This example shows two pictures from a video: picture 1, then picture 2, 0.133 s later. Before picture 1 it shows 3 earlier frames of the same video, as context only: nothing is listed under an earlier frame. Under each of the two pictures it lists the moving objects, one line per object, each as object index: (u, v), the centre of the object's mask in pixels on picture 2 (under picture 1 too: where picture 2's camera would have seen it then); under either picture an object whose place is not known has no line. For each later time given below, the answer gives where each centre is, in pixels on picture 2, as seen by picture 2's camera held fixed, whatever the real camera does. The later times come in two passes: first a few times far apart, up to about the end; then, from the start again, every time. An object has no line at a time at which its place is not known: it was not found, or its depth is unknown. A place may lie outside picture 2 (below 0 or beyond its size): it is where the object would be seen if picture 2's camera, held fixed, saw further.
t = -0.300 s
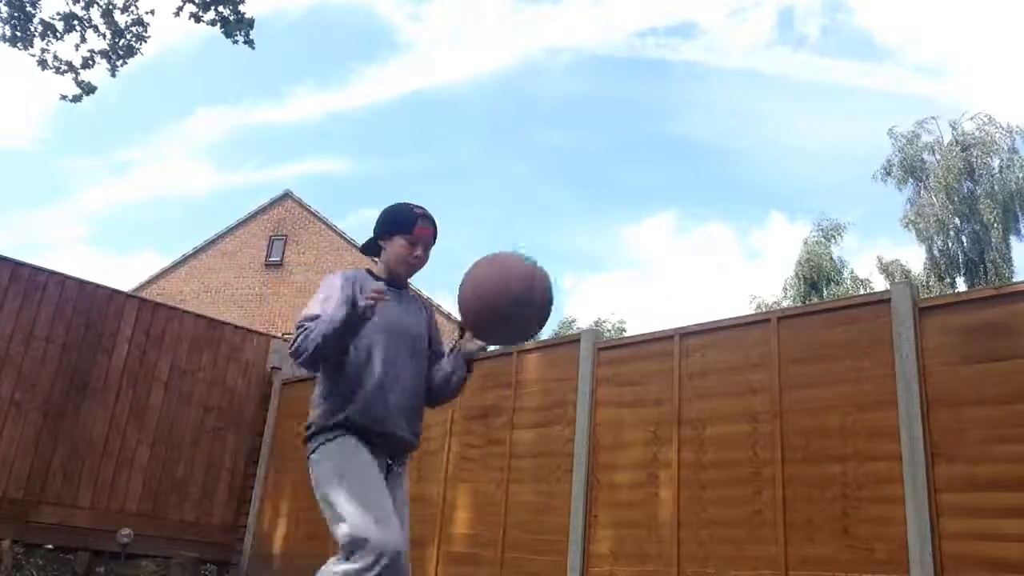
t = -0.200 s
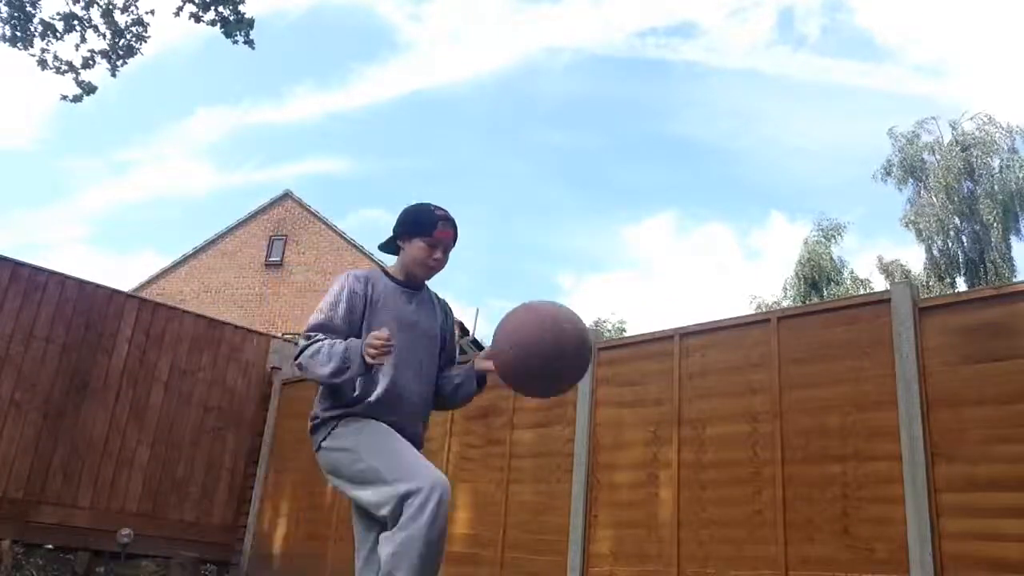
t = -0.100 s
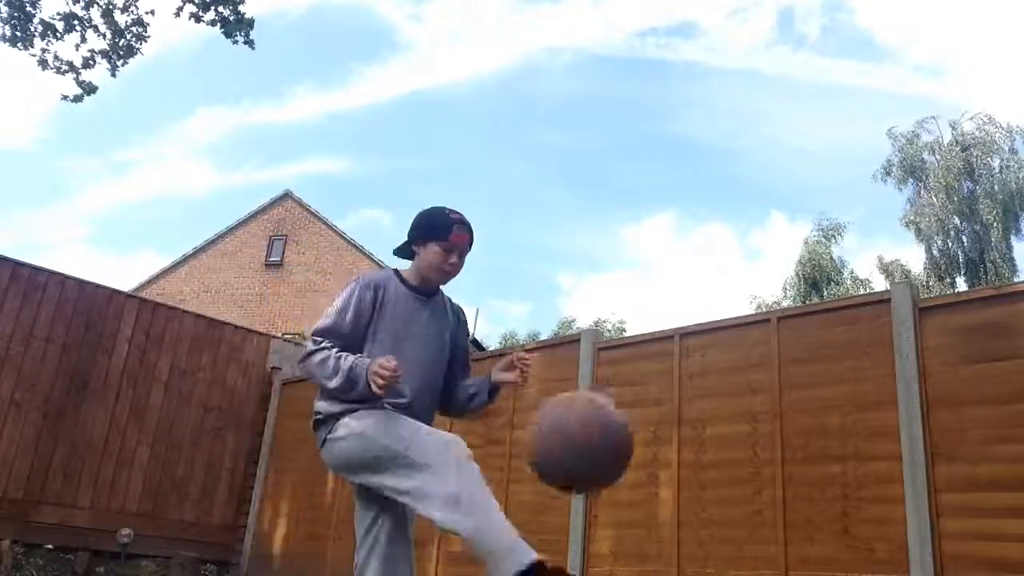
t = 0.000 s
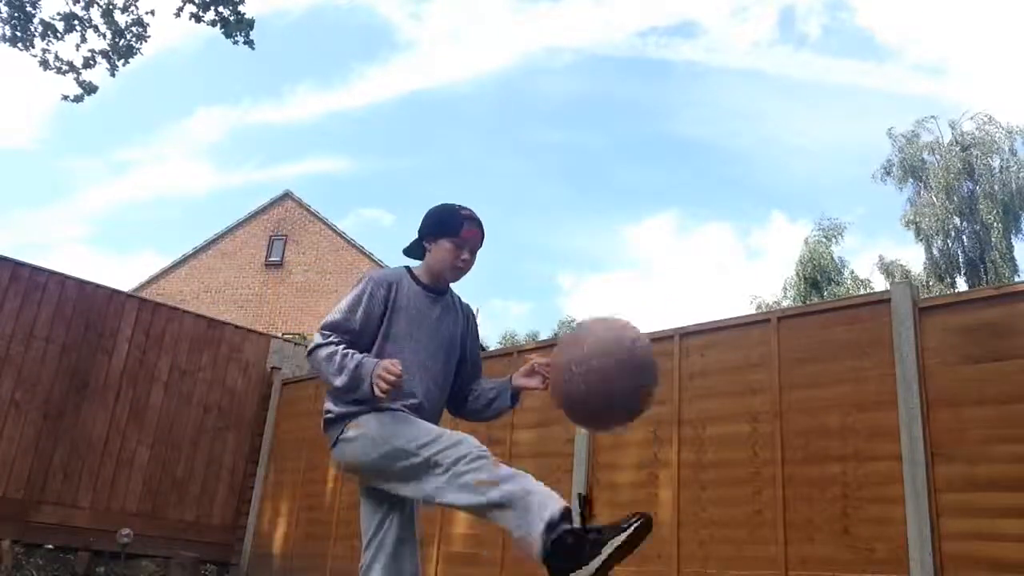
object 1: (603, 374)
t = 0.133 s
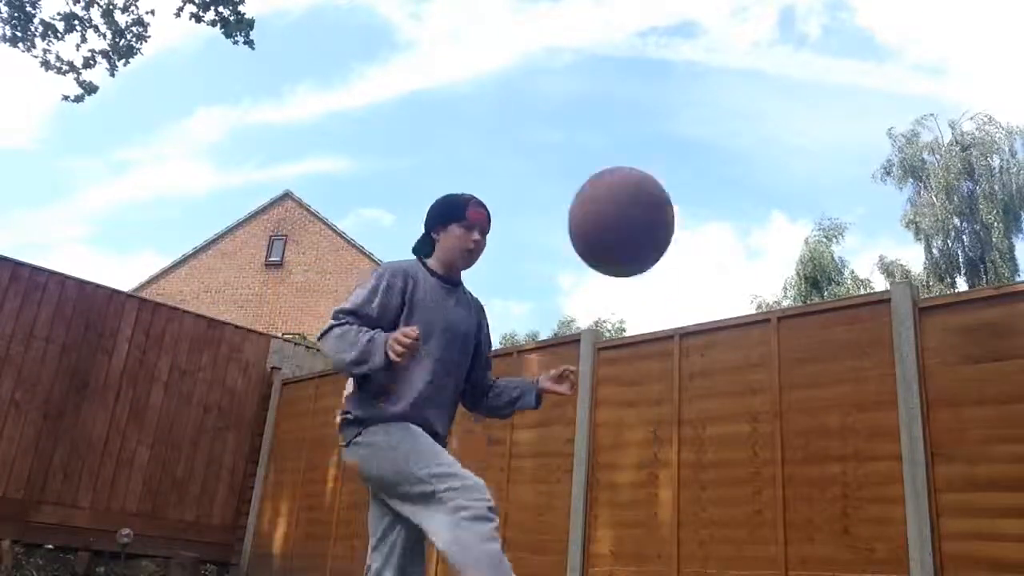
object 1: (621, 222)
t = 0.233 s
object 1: (632, 161)
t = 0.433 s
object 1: (647, 156)
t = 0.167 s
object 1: (625, 197)
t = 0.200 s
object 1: (628, 176)
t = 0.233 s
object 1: (632, 161)
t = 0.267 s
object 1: (634, 149)
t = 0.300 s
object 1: (637, 142)
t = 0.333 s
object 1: (640, 139)
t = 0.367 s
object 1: (642, 140)
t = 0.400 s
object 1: (645, 146)
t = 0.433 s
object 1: (647, 156)
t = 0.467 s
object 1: (650, 172)
